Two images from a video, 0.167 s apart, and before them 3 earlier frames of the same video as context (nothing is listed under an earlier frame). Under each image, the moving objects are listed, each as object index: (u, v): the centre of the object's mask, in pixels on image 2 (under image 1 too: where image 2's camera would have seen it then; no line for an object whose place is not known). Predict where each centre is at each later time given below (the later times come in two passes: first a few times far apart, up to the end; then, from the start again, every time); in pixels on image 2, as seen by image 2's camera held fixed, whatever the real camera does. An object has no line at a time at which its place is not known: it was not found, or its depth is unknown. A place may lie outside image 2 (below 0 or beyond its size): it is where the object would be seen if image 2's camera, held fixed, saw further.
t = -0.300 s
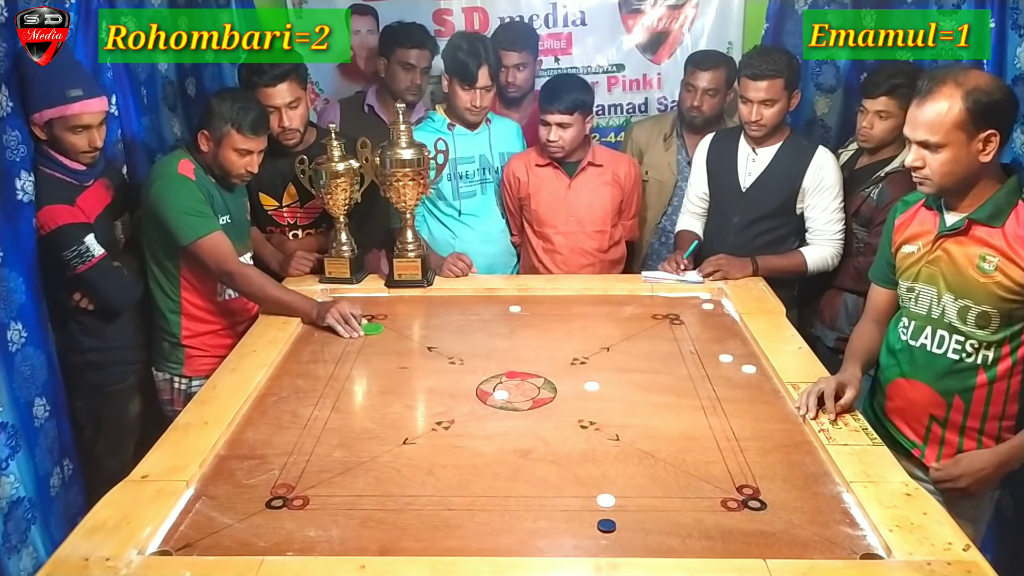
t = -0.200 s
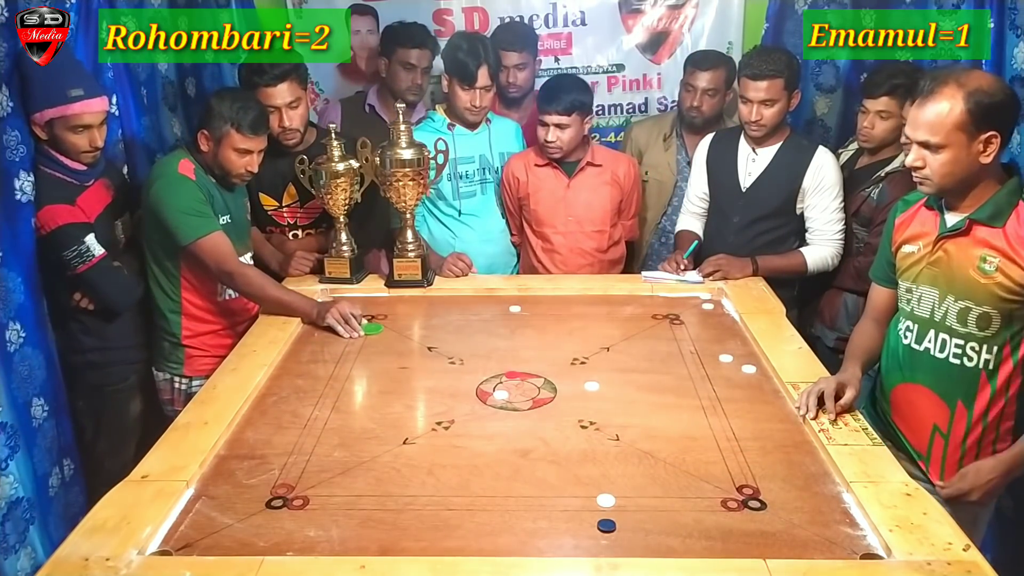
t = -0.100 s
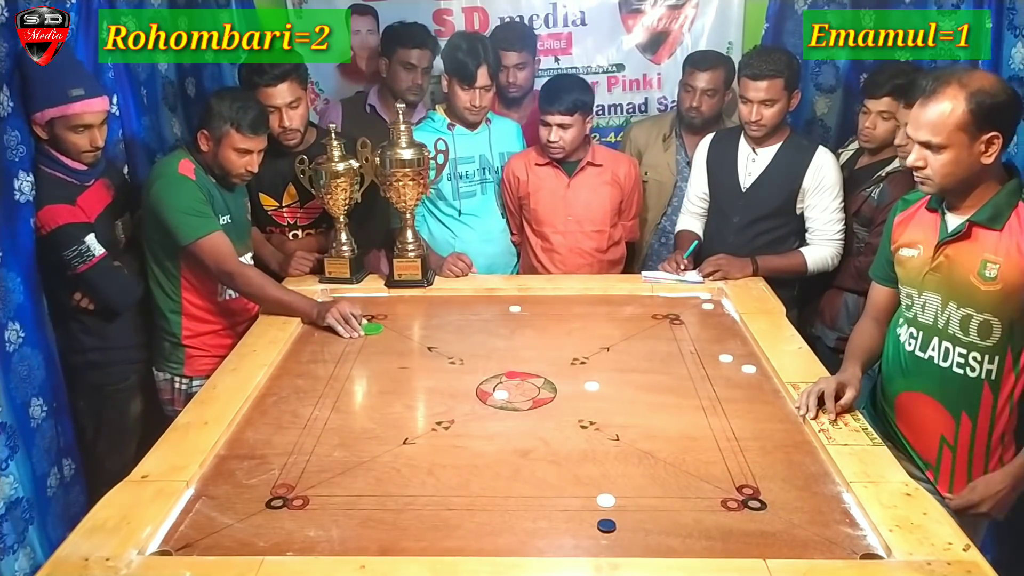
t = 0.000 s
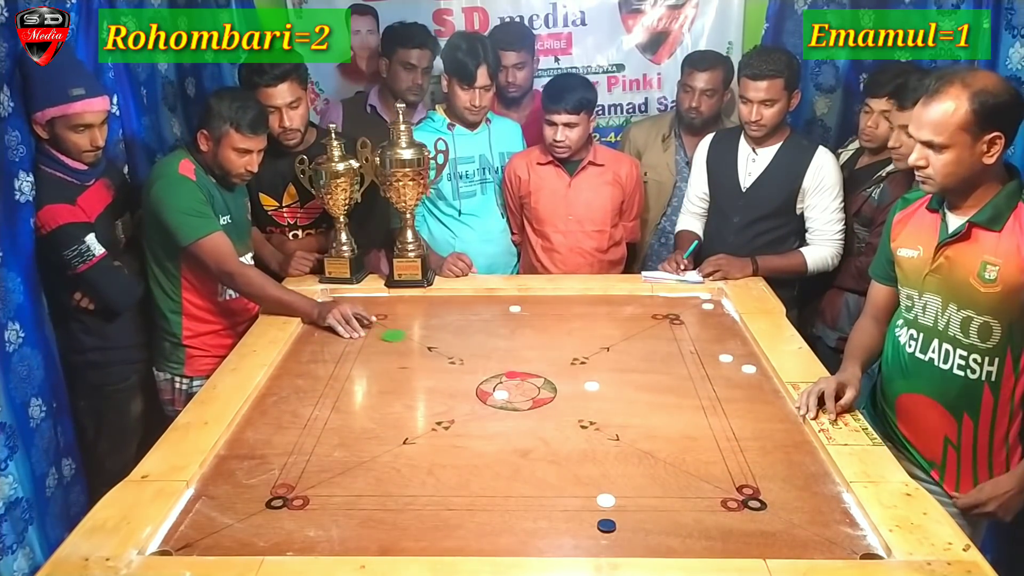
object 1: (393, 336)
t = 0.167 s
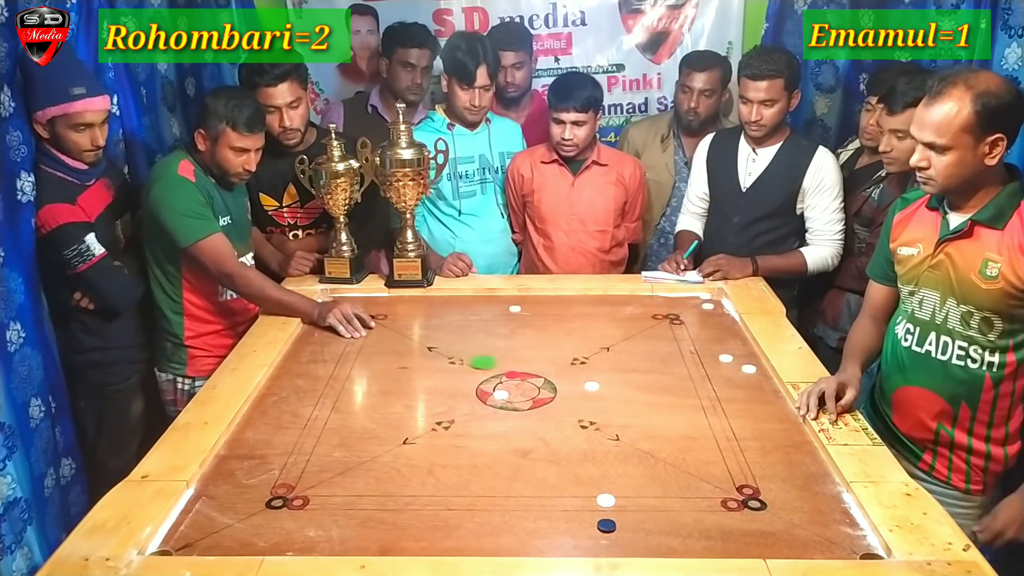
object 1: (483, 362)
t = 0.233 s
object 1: (515, 371)
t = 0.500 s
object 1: (596, 391)
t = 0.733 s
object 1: (620, 397)
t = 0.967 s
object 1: (621, 397)
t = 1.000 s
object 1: (620, 397)
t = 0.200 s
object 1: (500, 367)
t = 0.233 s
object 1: (515, 371)
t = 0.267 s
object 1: (528, 374)
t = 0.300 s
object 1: (541, 377)
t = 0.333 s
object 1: (553, 380)
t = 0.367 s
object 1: (566, 383)
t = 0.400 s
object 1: (575, 385)
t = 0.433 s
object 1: (583, 387)
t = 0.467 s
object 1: (590, 389)
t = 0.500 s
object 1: (596, 391)
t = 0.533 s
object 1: (601, 392)
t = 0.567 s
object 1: (606, 394)
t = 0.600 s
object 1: (610, 395)
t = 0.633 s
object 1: (614, 395)
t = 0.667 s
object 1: (617, 396)
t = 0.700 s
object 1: (618, 397)
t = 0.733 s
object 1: (620, 397)
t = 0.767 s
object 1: (620, 397)
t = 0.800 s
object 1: (620, 397)
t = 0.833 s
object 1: (620, 397)
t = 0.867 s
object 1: (620, 397)
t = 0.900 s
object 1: (621, 397)
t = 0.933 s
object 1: (621, 397)
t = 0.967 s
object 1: (621, 397)
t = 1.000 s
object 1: (620, 397)
